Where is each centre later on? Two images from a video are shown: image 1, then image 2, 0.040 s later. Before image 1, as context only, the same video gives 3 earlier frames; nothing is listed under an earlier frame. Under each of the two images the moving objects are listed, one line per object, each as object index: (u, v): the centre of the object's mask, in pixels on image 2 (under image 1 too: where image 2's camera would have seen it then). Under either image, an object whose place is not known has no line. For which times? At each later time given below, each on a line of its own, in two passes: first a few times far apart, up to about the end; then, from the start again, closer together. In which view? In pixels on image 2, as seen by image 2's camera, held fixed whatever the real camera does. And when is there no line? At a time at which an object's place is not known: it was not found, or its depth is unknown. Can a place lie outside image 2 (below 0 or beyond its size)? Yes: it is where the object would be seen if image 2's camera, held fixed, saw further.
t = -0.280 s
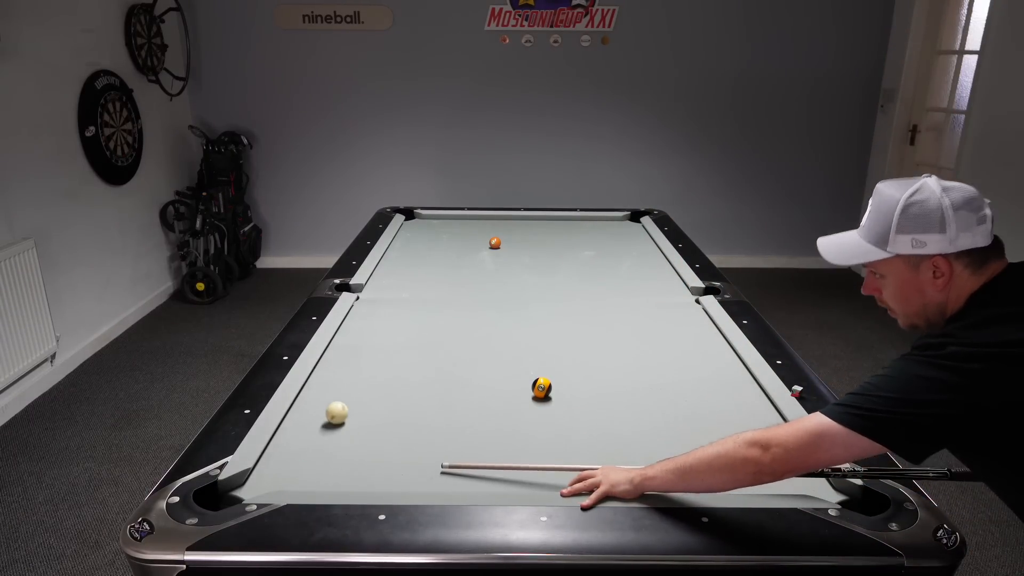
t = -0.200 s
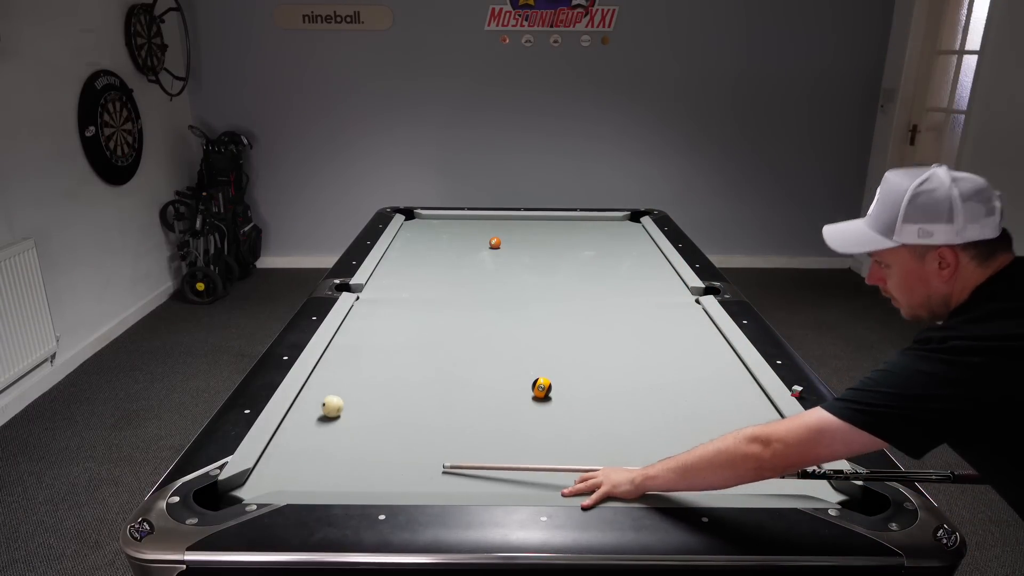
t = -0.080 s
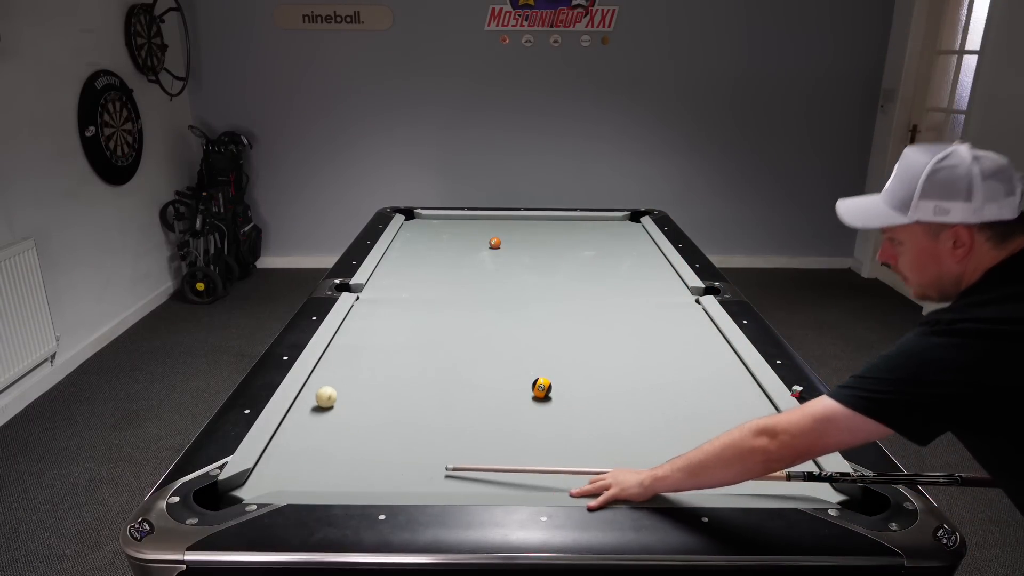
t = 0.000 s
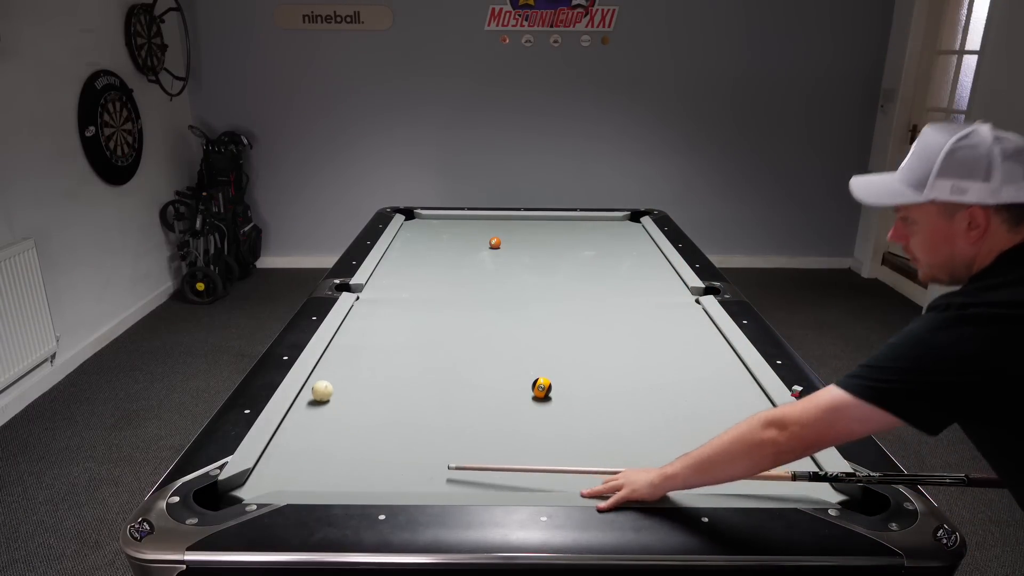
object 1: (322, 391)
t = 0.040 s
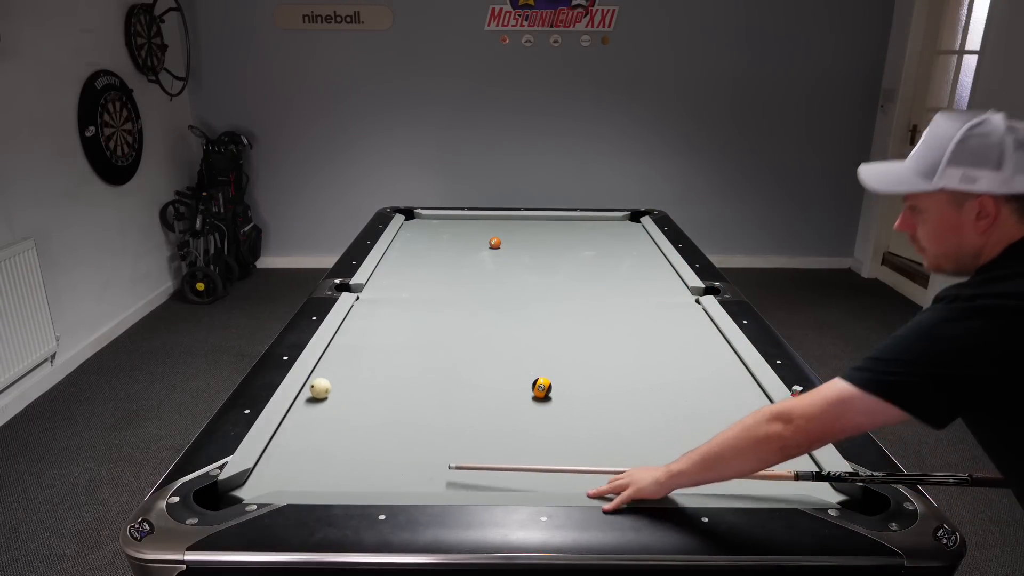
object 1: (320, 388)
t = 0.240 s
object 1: (324, 375)
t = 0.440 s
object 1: (340, 364)
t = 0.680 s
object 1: (356, 352)
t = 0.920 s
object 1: (370, 341)
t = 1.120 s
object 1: (381, 334)
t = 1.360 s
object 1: (392, 325)
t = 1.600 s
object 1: (403, 318)
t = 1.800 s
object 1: (410, 313)
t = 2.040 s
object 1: (418, 307)
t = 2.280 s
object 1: (425, 302)
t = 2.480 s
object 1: (430, 298)
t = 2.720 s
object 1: (435, 294)
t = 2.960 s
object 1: (440, 290)
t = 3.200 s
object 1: (444, 288)
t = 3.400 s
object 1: (447, 285)
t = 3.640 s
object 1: (449, 283)
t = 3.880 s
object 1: (452, 282)
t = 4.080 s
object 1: (453, 281)
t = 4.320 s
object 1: (455, 280)
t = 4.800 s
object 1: (458, 277)
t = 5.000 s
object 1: (455, 279)
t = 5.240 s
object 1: (455, 279)
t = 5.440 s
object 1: (455, 279)
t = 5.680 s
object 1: (455, 279)
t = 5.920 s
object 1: (455, 279)
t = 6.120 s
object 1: (455, 279)
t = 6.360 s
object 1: (456, 279)
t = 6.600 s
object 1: (456, 279)
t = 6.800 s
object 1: (455, 279)
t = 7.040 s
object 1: (456, 279)
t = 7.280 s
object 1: (456, 279)
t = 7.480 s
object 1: (456, 279)
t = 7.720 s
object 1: (456, 279)
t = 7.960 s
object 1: (456, 279)
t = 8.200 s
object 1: (455, 279)
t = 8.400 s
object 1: (455, 279)
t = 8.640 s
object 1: (455, 279)
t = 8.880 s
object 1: (455, 279)
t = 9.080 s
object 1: (455, 279)
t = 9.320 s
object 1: (455, 279)
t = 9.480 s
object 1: (455, 279)
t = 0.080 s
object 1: (318, 385)
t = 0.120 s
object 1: (317, 383)
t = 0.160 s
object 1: (317, 380)
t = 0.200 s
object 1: (320, 378)
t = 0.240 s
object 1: (324, 375)
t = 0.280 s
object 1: (327, 373)
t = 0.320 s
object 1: (330, 371)
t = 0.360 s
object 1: (333, 368)
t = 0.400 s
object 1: (337, 366)
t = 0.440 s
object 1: (340, 364)
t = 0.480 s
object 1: (342, 361)
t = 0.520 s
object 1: (345, 359)
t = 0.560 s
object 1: (348, 357)
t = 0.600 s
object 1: (351, 355)
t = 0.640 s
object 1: (353, 353)
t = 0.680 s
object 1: (356, 352)
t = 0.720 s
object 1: (358, 350)
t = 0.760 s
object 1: (361, 348)
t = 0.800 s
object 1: (363, 346)
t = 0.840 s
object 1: (365, 344)
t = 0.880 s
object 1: (368, 343)
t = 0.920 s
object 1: (370, 341)
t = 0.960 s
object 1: (373, 340)
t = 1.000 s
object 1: (375, 338)
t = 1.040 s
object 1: (377, 336)
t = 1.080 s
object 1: (379, 335)
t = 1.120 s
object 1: (381, 334)
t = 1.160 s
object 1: (383, 332)
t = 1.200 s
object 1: (385, 331)
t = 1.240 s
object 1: (387, 329)
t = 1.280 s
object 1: (389, 328)
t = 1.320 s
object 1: (391, 326)
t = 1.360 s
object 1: (392, 325)
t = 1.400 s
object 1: (395, 324)
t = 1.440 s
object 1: (396, 323)
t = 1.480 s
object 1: (398, 321)
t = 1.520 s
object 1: (400, 320)
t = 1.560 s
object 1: (401, 319)
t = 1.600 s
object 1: (403, 318)
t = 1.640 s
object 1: (404, 317)
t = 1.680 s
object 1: (406, 316)
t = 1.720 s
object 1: (407, 315)
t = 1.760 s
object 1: (409, 314)
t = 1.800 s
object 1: (410, 313)
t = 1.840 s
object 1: (412, 312)
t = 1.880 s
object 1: (413, 311)
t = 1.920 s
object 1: (414, 310)
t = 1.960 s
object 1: (416, 309)
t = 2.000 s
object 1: (417, 308)
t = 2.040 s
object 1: (418, 307)
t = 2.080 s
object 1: (419, 306)
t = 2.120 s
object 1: (420, 305)
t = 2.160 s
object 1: (422, 304)
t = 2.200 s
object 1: (423, 303)
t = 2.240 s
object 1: (424, 303)
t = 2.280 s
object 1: (425, 302)
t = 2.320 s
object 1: (426, 301)
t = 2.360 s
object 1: (427, 300)
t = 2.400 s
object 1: (428, 299)
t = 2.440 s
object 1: (429, 299)
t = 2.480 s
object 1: (430, 298)
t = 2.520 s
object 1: (431, 297)
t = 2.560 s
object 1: (432, 296)
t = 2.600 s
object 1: (432, 296)
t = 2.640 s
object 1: (433, 295)
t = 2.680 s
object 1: (434, 295)
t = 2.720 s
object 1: (435, 294)
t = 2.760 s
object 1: (436, 293)
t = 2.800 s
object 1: (436, 293)
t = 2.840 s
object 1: (437, 292)
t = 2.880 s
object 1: (438, 292)
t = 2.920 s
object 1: (439, 291)
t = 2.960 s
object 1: (440, 290)
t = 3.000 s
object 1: (440, 290)
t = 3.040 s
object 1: (441, 289)
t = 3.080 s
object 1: (442, 289)
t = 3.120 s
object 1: (442, 288)
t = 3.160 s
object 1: (443, 288)
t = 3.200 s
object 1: (444, 288)
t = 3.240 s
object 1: (444, 287)
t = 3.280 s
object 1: (445, 287)
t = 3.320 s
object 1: (446, 286)
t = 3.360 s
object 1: (446, 286)
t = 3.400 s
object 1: (447, 285)
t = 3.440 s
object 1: (447, 285)
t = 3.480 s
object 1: (448, 285)
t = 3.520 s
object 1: (448, 284)
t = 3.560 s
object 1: (449, 284)
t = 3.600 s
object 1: (449, 284)
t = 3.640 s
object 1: (449, 283)
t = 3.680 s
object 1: (450, 283)
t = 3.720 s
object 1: (450, 283)
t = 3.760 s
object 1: (451, 282)
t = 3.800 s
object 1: (451, 282)
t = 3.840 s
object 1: (452, 282)
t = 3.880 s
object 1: (452, 282)
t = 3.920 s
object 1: (452, 281)
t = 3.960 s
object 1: (453, 281)
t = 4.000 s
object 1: (453, 281)
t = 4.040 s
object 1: (453, 281)
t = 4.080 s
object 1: (453, 281)
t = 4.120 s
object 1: (454, 281)
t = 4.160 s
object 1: (454, 280)
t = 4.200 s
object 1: (454, 280)
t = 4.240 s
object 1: (455, 280)
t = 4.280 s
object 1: (455, 280)
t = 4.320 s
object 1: (455, 280)
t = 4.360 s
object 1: (455, 279)
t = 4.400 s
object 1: (455, 279)
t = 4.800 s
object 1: (458, 277)
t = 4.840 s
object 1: (456, 279)
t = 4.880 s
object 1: (456, 279)
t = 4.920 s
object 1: (456, 279)
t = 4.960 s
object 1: (456, 279)
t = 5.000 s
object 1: (455, 279)
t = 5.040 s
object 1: (455, 279)
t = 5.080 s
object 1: (455, 279)
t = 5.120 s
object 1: (455, 279)
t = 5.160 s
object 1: (455, 279)
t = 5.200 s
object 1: (455, 279)
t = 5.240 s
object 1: (455, 279)
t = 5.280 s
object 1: (455, 279)
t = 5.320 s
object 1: (455, 279)
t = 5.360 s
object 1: (455, 279)
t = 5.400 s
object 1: (455, 279)
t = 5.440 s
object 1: (455, 279)
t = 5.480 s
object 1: (455, 279)
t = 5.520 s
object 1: (455, 279)
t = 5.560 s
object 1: (455, 279)
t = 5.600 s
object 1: (455, 279)
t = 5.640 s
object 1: (455, 279)
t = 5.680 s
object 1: (455, 279)
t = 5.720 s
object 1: (455, 279)
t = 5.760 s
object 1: (455, 279)
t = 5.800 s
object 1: (455, 279)
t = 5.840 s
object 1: (455, 279)
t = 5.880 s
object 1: (455, 279)
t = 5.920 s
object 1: (455, 279)
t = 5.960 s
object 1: (455, 279)
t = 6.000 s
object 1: (455, 279)
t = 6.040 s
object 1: (455, 279)
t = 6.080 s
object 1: (455, 279)
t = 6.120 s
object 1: (455, 279)
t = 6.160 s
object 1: (456, 279)
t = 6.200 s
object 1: (456, 279)
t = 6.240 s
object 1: (456, 279)
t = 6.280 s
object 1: (456, 279)
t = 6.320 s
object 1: (456, 279)
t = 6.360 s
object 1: (456, 279)
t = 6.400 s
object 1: (456, 279)
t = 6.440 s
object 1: (455, 279)
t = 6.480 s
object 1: (455, 279)
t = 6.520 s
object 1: (455, 279)
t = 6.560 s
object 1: (455, 279)
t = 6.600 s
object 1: (456, 279)
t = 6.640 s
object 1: (455, 279)
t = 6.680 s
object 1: (455, 279)
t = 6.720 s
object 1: (455, 279)
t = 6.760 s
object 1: (455, 279)
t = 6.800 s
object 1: (455, 279)
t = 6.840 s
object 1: (455, 279)
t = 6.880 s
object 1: (456, 279)
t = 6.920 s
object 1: (456, 279)
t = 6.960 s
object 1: (456, 279)
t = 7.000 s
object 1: (455, 279)
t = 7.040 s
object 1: (456, 279)
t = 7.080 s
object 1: (456, 279)
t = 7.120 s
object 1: (456, 279)
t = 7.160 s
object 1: (456, 279)
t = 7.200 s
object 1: (456, 279)
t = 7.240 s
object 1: (456, 279)
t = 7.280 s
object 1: (456, 279)
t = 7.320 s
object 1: (456, 279)
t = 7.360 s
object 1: (456, 279)
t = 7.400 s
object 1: (455, 279)
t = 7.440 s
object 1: (455, 279)
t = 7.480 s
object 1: (456, 279)
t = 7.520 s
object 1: (455, 279)
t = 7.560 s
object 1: (456, 279)
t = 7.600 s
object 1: (456, 279)
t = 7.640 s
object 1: (456, 279)
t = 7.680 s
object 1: (456, 279)
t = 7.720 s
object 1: (456, 279)
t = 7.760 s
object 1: (456, 279)
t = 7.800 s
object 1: (456, 279)
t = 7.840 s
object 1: (456, 279)
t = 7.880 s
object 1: (456, 279)
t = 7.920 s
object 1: (456, 279)
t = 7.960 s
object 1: (456, 279)
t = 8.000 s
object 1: (456, 279)
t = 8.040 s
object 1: (456, 279)
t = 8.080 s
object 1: (455, 279)
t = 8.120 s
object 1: (455, 279)
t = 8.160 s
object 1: (455, 279)
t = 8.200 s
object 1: (455, 279)
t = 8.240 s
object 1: (455, 279)
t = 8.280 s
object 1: (455, 279)
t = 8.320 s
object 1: (455, 279)
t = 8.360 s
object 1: (455, 279)
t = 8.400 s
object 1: (455, 279)
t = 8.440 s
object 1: (455, 279)
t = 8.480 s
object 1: (455, 279)
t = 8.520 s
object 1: (455, 279)
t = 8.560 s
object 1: (455, 279)
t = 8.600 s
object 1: (455, 279)
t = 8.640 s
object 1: (455, 279)
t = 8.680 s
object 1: (455, 279)
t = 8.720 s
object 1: (455, 279)
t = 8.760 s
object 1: (455, 279)
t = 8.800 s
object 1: (455, 279)
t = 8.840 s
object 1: (455, 279)
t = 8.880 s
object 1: (455, 279)
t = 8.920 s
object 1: (455, 279)
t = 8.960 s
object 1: (455, 279)
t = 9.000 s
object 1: (455, 279)
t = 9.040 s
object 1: (455, 279)
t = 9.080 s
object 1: (455, 279)
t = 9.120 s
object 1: (455, 279)
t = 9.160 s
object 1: (455, 279)
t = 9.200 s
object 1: (455, 279)
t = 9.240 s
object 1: (455, 279)
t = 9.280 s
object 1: (455, 279)
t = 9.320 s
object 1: (455, 279)
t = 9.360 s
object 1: (455, 279)
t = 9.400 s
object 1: (455, 279)
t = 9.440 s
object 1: (455, 279)
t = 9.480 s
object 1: (455, 279)
